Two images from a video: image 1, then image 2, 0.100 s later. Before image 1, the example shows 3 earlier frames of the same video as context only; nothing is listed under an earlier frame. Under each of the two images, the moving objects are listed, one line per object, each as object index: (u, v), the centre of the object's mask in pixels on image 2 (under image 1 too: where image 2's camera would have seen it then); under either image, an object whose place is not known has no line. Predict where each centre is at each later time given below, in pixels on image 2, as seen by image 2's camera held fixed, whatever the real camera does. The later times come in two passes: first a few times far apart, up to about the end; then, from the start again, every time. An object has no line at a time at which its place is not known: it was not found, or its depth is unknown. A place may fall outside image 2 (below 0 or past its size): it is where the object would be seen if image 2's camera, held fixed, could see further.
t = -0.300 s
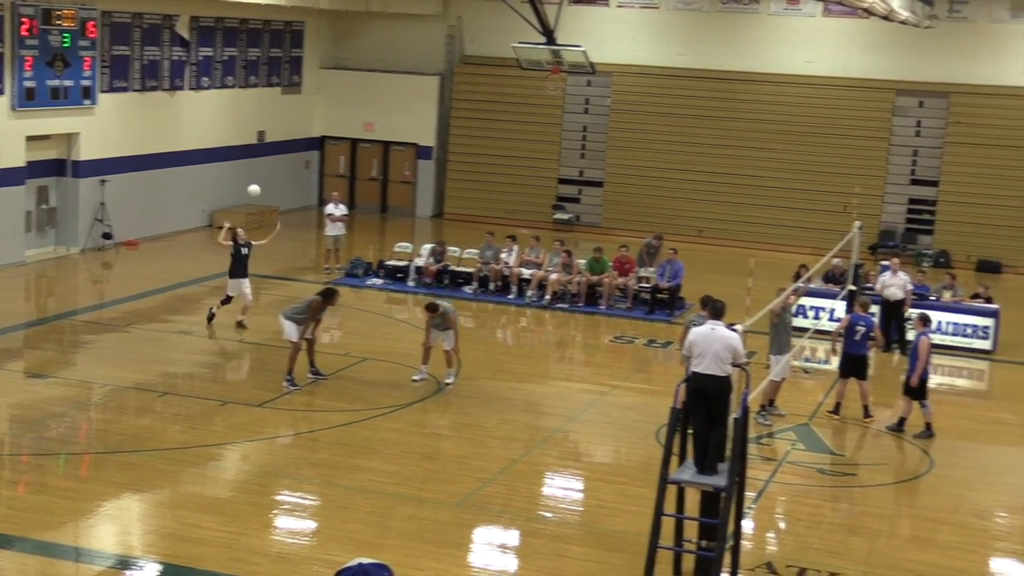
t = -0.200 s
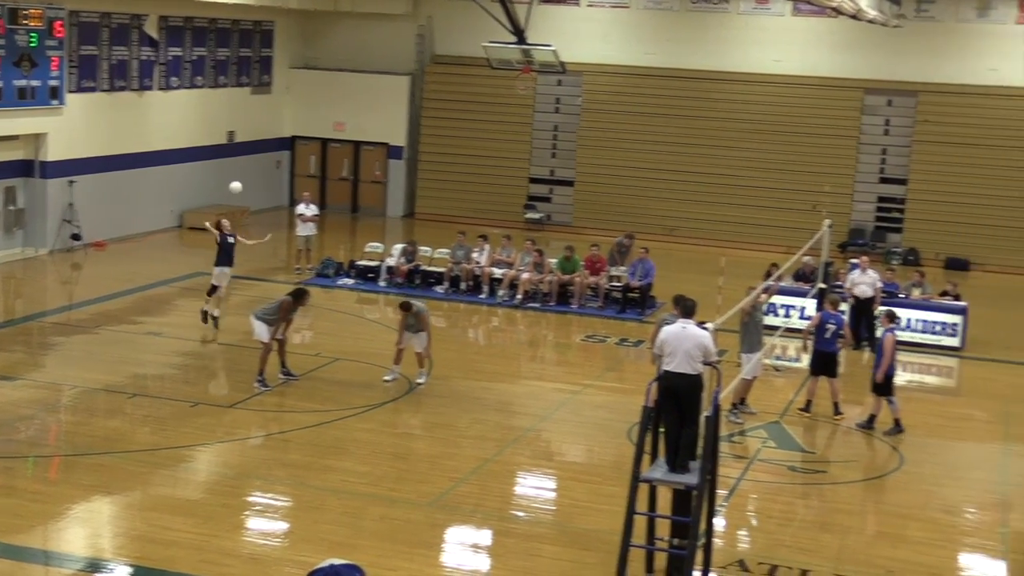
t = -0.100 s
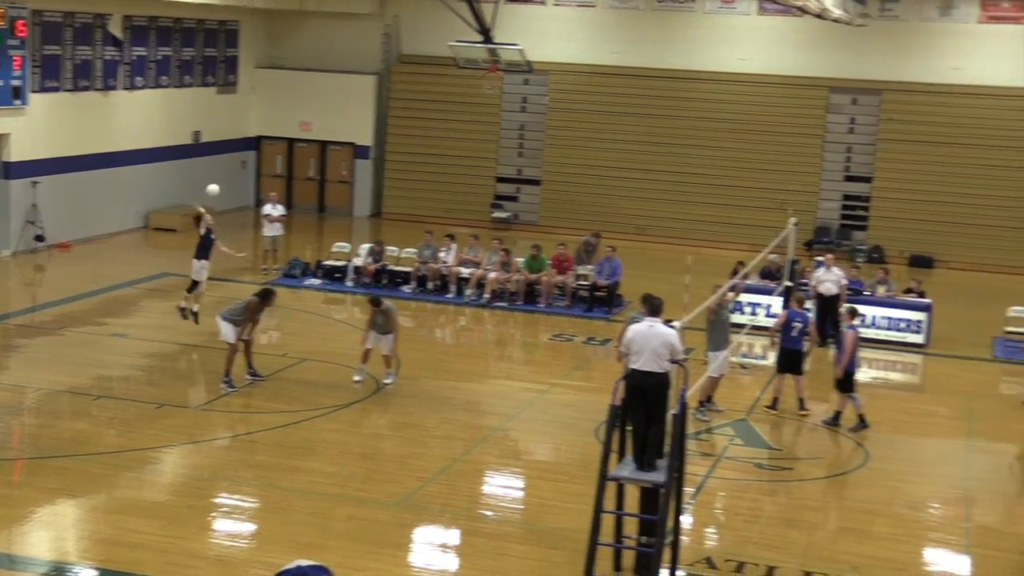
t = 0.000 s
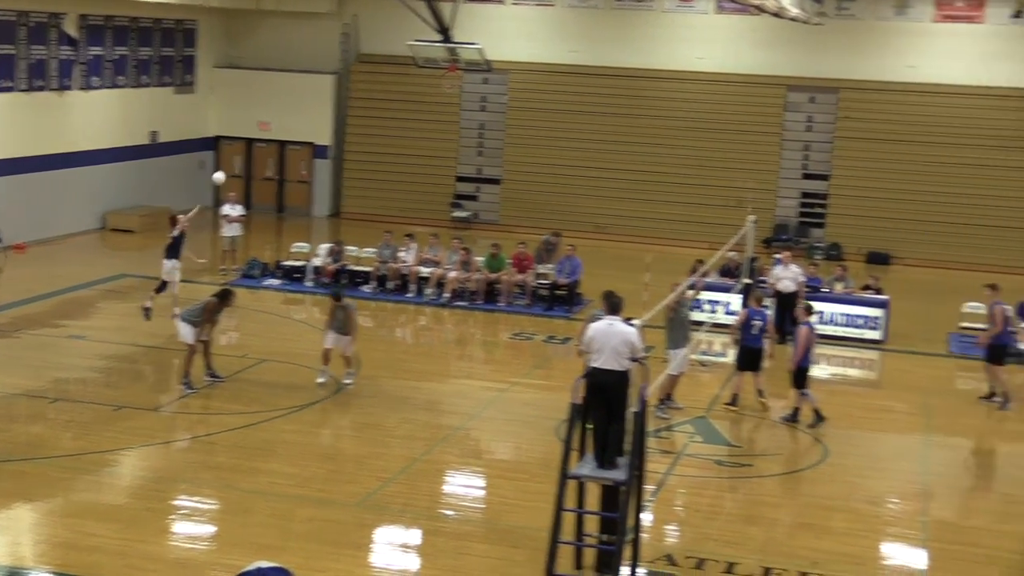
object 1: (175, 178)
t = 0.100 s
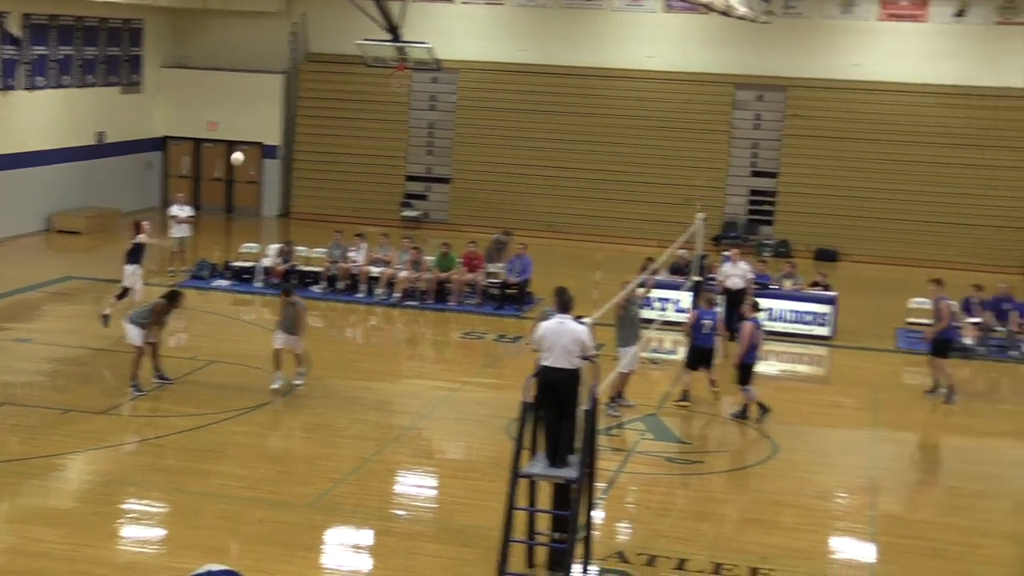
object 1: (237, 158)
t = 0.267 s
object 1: (355, 137)
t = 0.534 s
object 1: (546, 136)
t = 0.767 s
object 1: (714, 165)
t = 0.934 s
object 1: (833, 208)
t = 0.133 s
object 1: (260, 153)
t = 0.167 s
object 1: (283, 148)
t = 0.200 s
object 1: (307, 144)
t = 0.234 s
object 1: (331, 140)
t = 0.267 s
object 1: (355, 137)
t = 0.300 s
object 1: (379, 135)
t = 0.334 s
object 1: (402, 133)
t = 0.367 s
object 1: (426, 133)
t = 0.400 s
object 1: (450, 132)
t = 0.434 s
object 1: (474, 132)
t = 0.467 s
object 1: (498, 133)
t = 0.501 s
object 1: (522, 134)
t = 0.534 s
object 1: (546, 136)
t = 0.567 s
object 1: (570, 138)
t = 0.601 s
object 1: (594, 141)
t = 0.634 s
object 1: (618, 144)
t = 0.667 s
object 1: (641, 149)
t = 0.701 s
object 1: (665, 154)
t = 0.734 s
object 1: (689, 159)
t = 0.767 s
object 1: (714, 165)
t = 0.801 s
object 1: (737, 173)
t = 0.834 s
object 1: (761, 181)
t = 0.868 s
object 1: (785, 189)
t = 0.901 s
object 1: (809, 198)
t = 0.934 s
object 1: (833, 208)
